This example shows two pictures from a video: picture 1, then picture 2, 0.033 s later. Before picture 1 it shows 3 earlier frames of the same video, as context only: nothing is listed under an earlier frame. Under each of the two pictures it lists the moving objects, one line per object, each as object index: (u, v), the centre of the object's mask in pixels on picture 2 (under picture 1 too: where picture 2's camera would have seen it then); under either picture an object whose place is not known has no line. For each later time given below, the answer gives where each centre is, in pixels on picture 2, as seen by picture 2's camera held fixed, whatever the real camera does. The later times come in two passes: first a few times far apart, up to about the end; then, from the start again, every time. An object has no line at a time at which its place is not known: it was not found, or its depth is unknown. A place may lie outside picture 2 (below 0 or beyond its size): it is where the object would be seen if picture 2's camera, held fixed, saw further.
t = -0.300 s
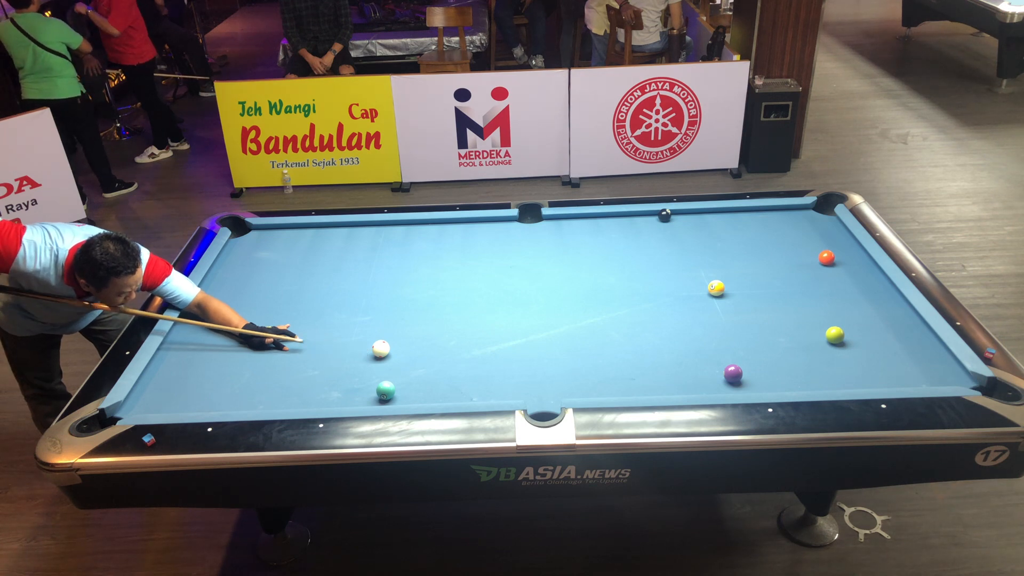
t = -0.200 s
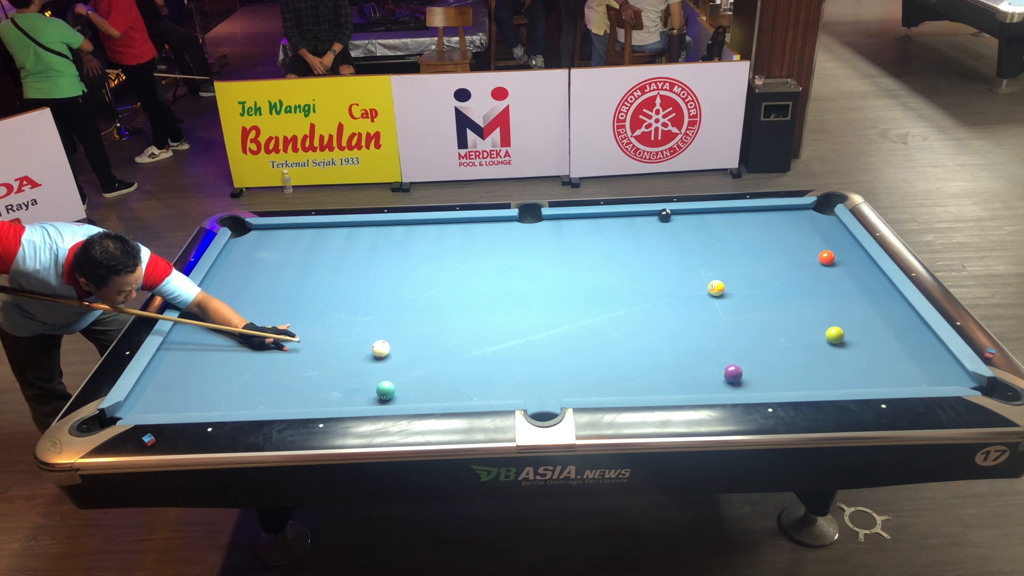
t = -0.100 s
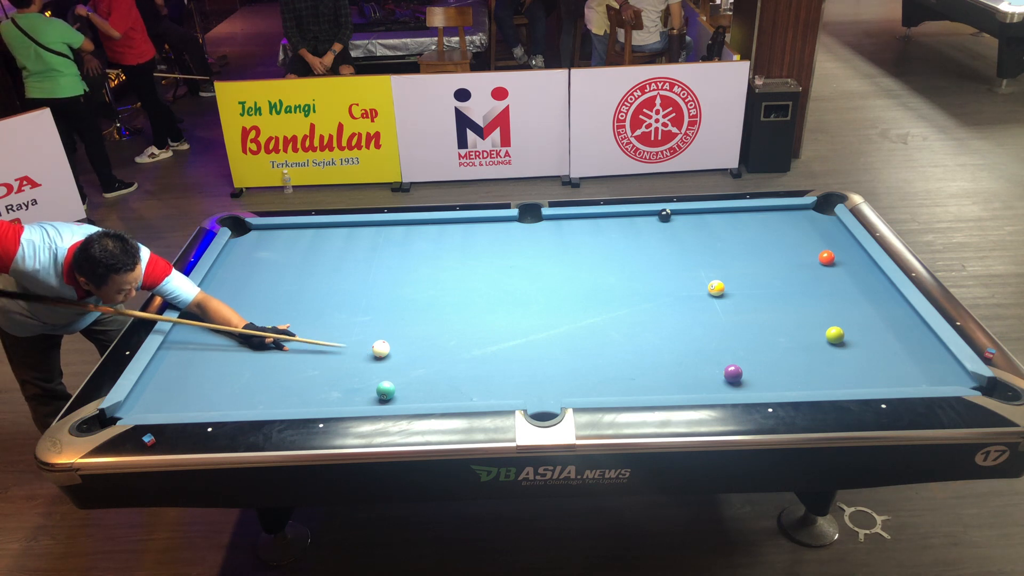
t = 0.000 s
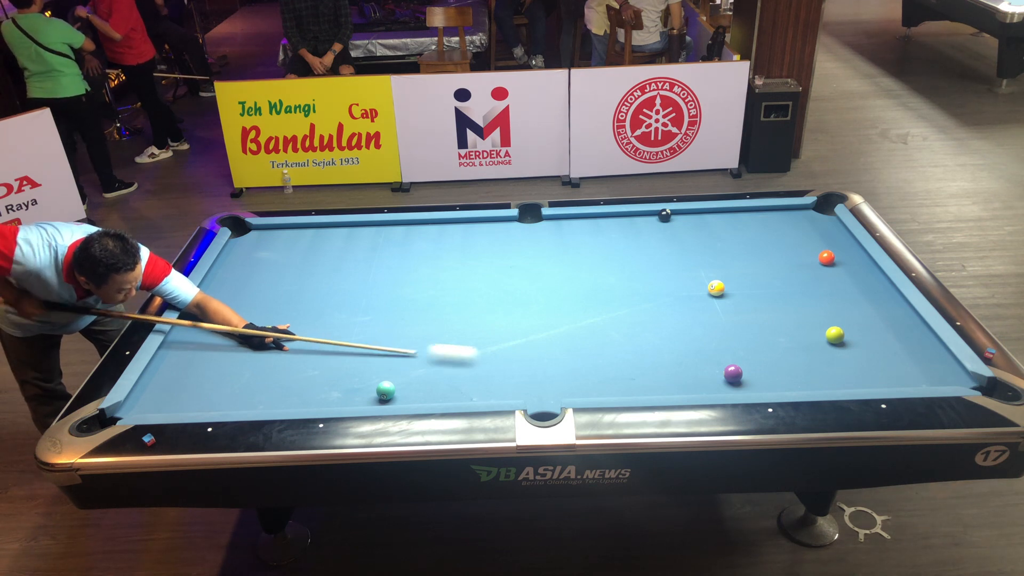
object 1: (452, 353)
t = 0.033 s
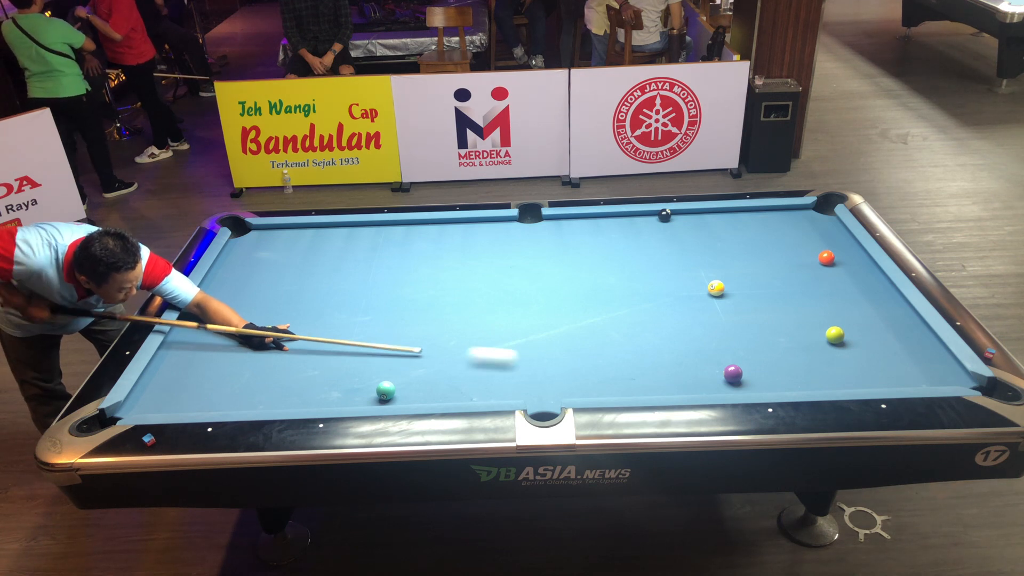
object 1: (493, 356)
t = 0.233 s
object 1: (715, 375)
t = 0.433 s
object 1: (710, 384)
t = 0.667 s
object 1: (700, 389)
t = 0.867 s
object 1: (696, 387)
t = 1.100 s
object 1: (692, 385)
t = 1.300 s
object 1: (689, 383)
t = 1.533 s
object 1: (687, 382)
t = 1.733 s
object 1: (686, 381)
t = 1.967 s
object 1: (686, 380)
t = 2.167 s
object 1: (686, 380)
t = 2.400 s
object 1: (686, 380)
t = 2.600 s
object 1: (686, 380)
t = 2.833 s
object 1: (686, 380)
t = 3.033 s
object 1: (686, 380)
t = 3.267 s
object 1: (686, 380)
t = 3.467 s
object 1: (686, 380)
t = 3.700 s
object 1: (686, 380)
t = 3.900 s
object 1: (686, 380)
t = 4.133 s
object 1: (686, 380)
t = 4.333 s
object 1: (686, 380)
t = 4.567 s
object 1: (686, 380)
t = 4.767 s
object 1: (686, 380)
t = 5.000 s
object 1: (686, 380)
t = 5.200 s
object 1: (686, 380)
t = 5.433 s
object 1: (686, 380)
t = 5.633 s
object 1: (686, 380)
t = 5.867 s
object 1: (686, 380)
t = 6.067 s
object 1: (686, 380)
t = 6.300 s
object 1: (686, 380)
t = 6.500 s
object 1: (686, 380)
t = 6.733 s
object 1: (686, 380)
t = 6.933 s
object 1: (686, 380)
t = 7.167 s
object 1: (686, 380)
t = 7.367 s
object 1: (686, 380)
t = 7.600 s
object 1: (686, 380)
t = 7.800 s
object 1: (686, 380)
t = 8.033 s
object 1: (686, 380)
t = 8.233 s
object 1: (686, 380)
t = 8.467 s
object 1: (686, 380)
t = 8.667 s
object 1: (686, 380)
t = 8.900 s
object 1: (686, 380)
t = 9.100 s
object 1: (686, 380)
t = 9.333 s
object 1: (686, 380)
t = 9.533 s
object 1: (686, 380)
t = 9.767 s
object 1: (686, 380)
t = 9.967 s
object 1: (686, 380)
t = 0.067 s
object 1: (533, 359)
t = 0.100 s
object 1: (572, 362)
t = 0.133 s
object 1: (613, 366)
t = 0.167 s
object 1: (652, 369)
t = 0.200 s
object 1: (693, 372)
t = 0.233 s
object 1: (715, 375)
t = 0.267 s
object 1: (716, 377)
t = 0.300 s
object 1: (716, 379)
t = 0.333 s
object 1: (715, 381)
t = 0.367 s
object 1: (714, 382)
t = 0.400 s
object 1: (712, 383)
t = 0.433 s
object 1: (710, 384)
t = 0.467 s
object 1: (709, 385)
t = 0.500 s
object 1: (707, 386)
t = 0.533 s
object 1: (706, 387)
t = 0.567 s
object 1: (704, 388)
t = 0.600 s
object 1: (703, 388)
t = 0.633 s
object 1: (701, 389)
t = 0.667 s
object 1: (700, 389)
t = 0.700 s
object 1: (699, 389)
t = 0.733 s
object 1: (698, 388)
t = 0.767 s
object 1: (698, 388)
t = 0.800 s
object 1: (697, 388)
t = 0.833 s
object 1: (697, 387)
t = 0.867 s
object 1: (696, 387)
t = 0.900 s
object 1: (695, 387)
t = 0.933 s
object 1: (695, 387)
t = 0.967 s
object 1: (694, 386)
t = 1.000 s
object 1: (693, 386)
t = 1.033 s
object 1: (693, 386)
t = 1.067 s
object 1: (692, 385)
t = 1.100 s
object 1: (692, 385)
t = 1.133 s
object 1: (692, 385)
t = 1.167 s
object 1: (691, 385)
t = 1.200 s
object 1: (691, 384)
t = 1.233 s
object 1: (690, 384)
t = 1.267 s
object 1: (690, 383)
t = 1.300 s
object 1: (689, 383)
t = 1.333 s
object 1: (689, 383)
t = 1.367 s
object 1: (689, 383)
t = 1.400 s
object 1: (689, 383)
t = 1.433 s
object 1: (688, 382)
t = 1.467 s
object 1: (688, 382)
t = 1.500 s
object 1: (688, 382)
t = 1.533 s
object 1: (687, 382)
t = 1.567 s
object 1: (687, 382)
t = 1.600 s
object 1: (687, 381)
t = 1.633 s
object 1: (687, 381)
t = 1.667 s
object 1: (686, 381)
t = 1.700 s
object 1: (686, 381)
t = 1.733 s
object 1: (686, 381)
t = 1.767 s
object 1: (686, 381)
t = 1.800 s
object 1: (686, 381)
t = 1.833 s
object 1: (686, 380)
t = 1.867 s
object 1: (686, 380)
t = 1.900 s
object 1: (686, 380)
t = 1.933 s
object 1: (686, 380)
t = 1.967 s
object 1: (686, 380)
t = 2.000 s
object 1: (686, 380)
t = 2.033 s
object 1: (686, 380)
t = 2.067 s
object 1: (686, 380)
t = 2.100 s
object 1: (686, 380)
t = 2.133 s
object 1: (686, 380)
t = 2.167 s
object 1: (686, 380)
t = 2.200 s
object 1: (686, 380)
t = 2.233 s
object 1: (686, 380)
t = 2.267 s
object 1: (686, 380)
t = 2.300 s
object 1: (686, 380)
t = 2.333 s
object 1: (686, 380)
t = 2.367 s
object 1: (686, 380)
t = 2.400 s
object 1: (686, 380)
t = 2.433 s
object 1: (686, 380)
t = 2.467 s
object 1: (686, 380)
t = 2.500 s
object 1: (686, 380)
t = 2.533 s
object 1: (686, 380)
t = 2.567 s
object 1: (686, 380)
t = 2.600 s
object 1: (686, 380)
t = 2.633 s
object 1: (686, 380)
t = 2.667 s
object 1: (686, 380)
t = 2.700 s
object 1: (686, 380)
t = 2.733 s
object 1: (686, 380)
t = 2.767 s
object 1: (686, 380)
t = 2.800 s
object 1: (686, 380)
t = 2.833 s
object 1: (686, 380)
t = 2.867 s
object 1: (686, 380)
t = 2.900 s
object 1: (686, 380)
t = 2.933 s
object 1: (686, 380)
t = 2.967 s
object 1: (686, 380)
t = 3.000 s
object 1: (686, 380)
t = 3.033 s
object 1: (686, 380)
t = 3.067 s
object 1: (686, 380)
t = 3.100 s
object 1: (686, 380)
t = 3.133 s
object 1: (686, 380)
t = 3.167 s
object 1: (686, 380)
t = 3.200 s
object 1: (686, 380)
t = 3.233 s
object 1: (686, 380)
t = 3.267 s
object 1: (686, 380)
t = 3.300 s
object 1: (686, 380)
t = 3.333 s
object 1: (686, 380)
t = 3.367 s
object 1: (686, 380)
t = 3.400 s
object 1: (686, 380)
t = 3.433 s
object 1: (686, 380)
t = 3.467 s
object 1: (686, 380)
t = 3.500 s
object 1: (686, 380)
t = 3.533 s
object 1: (686, 380)
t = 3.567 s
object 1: (686, 380)
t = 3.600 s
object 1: (686, 380)
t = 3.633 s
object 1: (686, 380)
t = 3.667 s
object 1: (686, 380)
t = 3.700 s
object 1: (686, 380)
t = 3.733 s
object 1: (686, 380)
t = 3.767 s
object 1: (686, 380)
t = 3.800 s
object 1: (686, 380)
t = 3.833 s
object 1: (686, 380)
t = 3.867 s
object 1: (686, 380)
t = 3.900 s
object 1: (686, 380)
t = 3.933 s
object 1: (686, 380)
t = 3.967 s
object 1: (686, 380)
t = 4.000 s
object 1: (686, 380)
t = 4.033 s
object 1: (686, 380)
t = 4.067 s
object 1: (686, 380)
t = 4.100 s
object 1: (686, 380)
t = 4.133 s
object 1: (686, 380)
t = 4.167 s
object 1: (686, 380)
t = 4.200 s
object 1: (686, 380)
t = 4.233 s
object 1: (686, 380)
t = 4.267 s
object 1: (686, 380)
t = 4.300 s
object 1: (686, 380)
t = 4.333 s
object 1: (686, 380)
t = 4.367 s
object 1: (686, 380)
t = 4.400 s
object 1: (686, 380)
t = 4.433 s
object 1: (686, 380)
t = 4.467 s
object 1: (686, 380)
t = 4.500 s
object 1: (686, 380)
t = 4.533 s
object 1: (686, 380)
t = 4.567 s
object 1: (686, 380)
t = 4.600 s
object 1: (686, 380)
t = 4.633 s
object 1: (686, 380)
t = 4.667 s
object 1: (686, 380)
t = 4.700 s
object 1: (686, 380)
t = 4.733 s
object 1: (686, 380)
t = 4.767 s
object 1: (686, 380)
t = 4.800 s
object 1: (686, 380)
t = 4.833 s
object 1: (686, 380)
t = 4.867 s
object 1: (686, 380)
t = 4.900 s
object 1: (686, 380)
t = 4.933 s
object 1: (686, 380)
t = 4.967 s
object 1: (686, 380)
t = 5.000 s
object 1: (686, 380)
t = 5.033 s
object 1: (686, 380)
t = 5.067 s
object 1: (686, 380)
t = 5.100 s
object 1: (686, 380)
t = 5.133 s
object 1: (686, 380)
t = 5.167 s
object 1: (686, 380)
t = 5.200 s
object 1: (686, 380)
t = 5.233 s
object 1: (686, 380)
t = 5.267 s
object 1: (686, 380)
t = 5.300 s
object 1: (686, 380)
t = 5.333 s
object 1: (686, 380)
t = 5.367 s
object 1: (686, 380)
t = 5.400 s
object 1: (686, 380)
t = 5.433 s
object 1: (686, 380)
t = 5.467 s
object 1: (686, 380)
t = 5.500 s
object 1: (686, 380)
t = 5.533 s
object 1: (686, 380)
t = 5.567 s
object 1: (686, 380)
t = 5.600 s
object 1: (686, 380)
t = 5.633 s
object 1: (686, 380)
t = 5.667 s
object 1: (686, 380)
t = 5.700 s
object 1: (686, 380)
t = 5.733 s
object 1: (686, 380)
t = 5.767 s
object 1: (686, 380)
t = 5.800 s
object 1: (686, 380)
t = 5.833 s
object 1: (686, 380)
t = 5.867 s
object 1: (686, 380)
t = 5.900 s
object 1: (686, 380)
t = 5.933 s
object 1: (686, 380)
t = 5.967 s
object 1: (686, 380)
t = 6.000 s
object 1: (686, 380)
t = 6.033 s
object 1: (686, 380)
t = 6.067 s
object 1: (686, 380)
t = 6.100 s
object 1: (686, 380)
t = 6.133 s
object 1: (686, 380)
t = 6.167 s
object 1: (686, 380)
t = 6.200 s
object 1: (686, 380)
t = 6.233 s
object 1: (686, 380)
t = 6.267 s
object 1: (686, 380)
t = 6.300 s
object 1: (686, 380)
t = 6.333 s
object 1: (686, 380)
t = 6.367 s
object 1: (686, 380)
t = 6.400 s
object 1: (686, 380)
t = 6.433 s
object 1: (686, 380)
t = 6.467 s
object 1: (686, 380)
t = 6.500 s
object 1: (686, 380)
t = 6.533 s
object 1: (686, 380)
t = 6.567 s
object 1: (686, 380)
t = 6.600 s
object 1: (686, 380)
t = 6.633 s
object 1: (686, 380)
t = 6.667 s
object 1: (686, 380)
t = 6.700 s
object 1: (686, 380)
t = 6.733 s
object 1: (686, 380)
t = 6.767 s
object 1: (686, 380)
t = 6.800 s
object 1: (686, 380)
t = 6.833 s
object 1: (686, 380)
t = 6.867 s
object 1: (686, 380)
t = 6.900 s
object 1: (686, 380)
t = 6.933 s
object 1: (686, 380)
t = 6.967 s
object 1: (686, 380)
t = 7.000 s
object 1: (686, 380)
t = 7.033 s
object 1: (686, 380)
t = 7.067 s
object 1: (686, 380)
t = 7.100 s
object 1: (686, 380)
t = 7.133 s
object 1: (686, 380)
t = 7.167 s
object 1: (686, 380)
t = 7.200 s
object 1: (686, 380)
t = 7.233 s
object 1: (686, 380)
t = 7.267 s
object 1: (686, 380)
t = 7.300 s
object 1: (686, 380)
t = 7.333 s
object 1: (686, 380)
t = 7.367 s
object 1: (686, 380)
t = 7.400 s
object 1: (686, 380)
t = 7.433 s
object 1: (686, 380)
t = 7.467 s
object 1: (686, 380)
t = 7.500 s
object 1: (686, 380)
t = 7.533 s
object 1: (686, 380)
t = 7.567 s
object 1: (686, 380)
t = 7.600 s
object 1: (686, 380)
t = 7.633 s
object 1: (686, 380)
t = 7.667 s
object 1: (686, 380)
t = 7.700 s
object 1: (686, 380)
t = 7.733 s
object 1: (686, 380)
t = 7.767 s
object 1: (686, 380)
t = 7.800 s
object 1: (686, 380)
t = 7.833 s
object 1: (686, 380)
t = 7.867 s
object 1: (686, 380)
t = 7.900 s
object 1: (686, 380)
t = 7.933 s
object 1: (686, 380)
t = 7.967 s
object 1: (686, 380)
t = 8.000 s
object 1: (686, 380)
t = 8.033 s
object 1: (686, 380)
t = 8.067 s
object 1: (686, 380)
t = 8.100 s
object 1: (686, 380)
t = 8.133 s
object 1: (686, 380)
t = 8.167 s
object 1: (686, 380)
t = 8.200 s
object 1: (686, 380)
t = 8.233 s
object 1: (686, 380)
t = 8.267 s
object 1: (686, 380)
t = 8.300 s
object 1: (686, 380)
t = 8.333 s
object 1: (686, 380)
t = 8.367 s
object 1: (686, 380)
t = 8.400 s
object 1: (686, 380)
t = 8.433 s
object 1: (686, 380)
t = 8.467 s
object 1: (686, 380)
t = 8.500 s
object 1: (686, 380)
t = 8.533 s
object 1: (686, 380)
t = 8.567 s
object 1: (686, 380)
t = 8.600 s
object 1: (686, 380)
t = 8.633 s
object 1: (686, 380)
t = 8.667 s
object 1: (686, 380)
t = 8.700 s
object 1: (686, 380)
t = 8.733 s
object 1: (686, 380)
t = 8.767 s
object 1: (686, 380)
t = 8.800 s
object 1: (686, 380)
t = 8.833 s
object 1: (686, 380)
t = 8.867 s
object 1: (686, 380)
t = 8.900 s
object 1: (686, 380)
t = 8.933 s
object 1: (686, 380)
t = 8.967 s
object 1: (686, 380)
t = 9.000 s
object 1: (686, 380)
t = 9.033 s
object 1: (686, 380)
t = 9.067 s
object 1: (686, 380)
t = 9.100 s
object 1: (686, 380)
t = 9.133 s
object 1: (686, 380)
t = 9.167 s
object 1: (686, 380)
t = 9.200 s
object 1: (686, 380)
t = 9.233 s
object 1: (686, 380)
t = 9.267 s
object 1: (686, 380)
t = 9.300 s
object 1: (686, 380)
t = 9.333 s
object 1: (686, 380)
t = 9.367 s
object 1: (686, 380)
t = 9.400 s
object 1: (686, 380)
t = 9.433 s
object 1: (686, 380)
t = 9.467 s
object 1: (686, 380)
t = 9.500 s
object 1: (686, 380)
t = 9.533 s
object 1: (686, 380)
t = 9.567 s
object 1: (686, 380)
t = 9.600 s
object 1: (686, 380)
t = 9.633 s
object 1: (686, 380)
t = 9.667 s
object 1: (686, 380)
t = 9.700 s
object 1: (686, 380)
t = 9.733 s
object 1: (686, 380)
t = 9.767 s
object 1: (686, 380)
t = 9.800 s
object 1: (686, 380)
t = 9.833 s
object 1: (686, 380)
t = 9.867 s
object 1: (686, 380)
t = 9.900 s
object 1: (686, 380)
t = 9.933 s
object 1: (686, 380)
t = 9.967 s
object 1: (686, 380)
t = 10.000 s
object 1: (686, 380)
